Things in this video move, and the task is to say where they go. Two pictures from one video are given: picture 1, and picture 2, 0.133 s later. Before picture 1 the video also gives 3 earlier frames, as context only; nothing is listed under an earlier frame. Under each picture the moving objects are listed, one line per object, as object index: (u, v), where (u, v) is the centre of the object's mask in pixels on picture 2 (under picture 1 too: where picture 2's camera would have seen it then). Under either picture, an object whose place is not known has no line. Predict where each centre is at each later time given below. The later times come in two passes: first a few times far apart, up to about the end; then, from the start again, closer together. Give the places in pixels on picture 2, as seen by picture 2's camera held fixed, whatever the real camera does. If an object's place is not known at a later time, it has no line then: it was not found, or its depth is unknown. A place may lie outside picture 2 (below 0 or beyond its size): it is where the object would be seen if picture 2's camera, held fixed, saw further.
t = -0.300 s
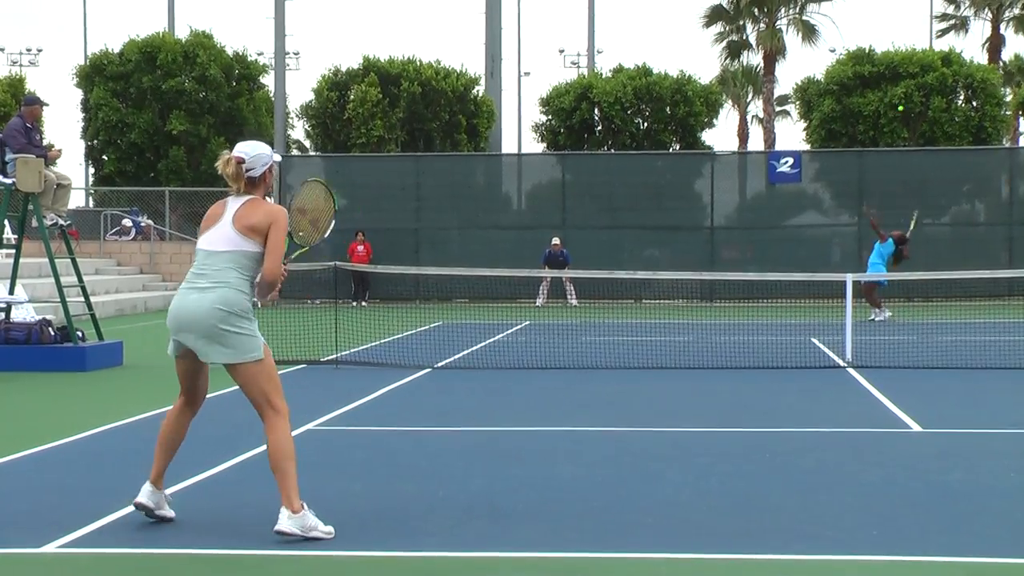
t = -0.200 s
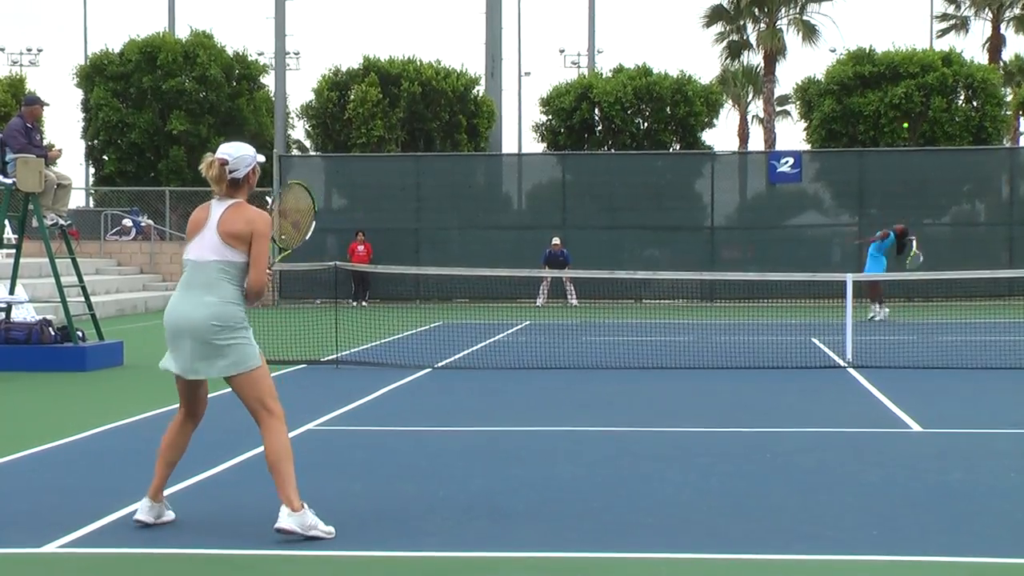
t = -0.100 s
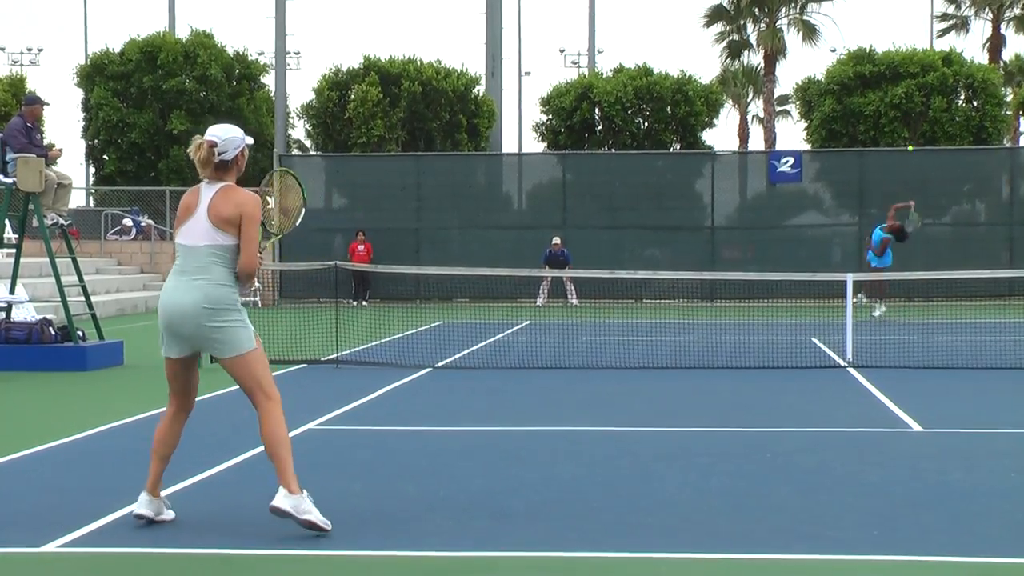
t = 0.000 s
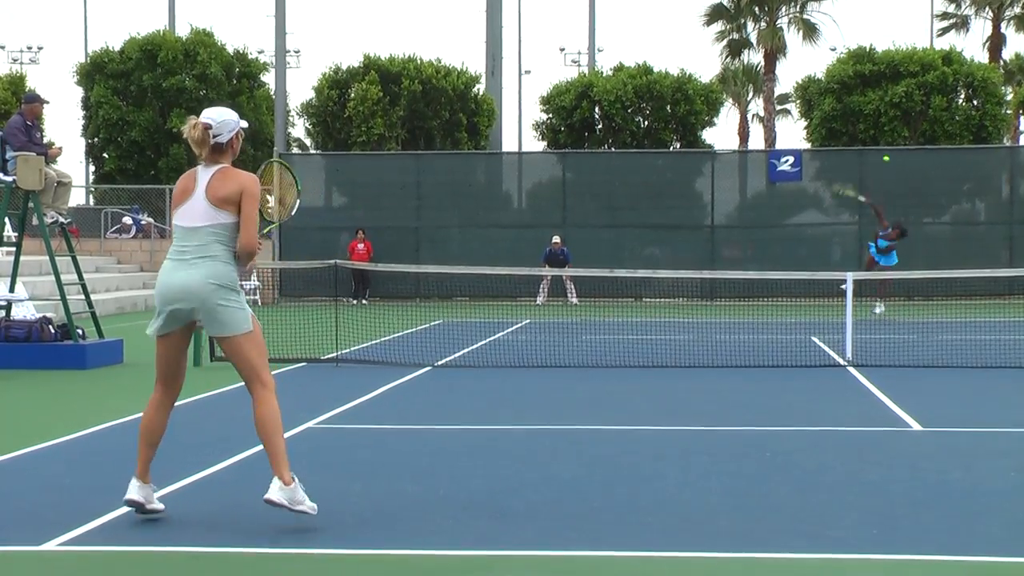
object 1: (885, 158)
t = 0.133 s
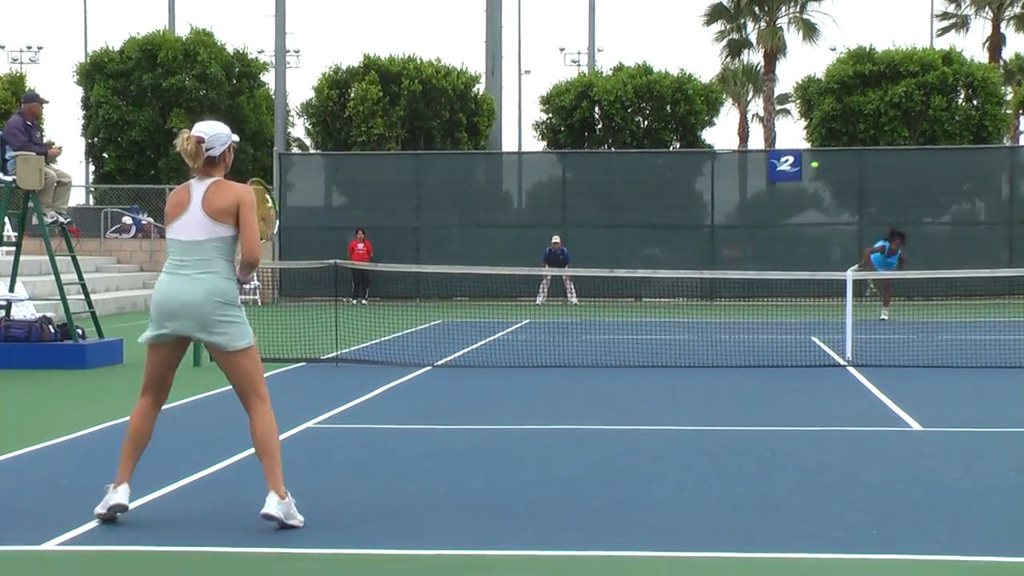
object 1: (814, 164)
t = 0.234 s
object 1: (756, 185)
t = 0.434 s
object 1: (624, 280)
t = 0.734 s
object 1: (379, 291)
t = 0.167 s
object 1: (797, 170)
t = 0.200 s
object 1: (776, 177)
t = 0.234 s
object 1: (756, 185)
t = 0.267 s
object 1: (736, 195)
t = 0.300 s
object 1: (714, 208)
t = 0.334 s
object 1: (694, 222)
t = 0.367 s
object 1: (671, 238)
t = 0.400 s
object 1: (648, 258)
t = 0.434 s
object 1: (624, 280)
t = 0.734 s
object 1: (379, 291)
